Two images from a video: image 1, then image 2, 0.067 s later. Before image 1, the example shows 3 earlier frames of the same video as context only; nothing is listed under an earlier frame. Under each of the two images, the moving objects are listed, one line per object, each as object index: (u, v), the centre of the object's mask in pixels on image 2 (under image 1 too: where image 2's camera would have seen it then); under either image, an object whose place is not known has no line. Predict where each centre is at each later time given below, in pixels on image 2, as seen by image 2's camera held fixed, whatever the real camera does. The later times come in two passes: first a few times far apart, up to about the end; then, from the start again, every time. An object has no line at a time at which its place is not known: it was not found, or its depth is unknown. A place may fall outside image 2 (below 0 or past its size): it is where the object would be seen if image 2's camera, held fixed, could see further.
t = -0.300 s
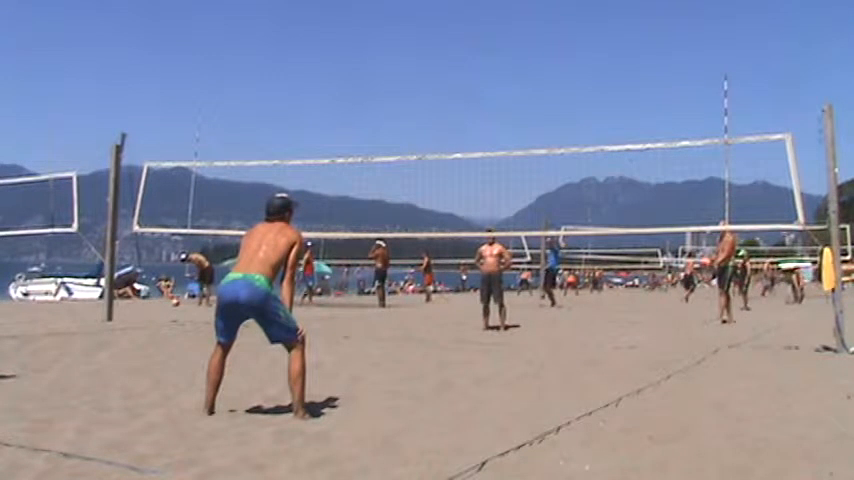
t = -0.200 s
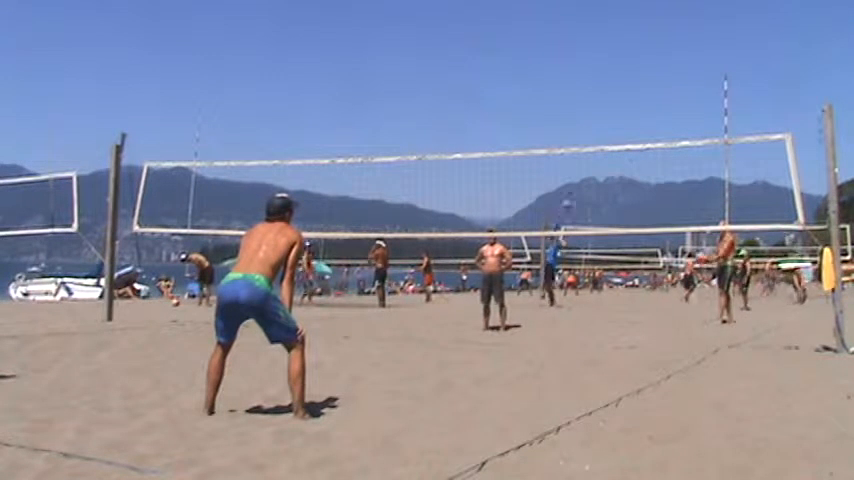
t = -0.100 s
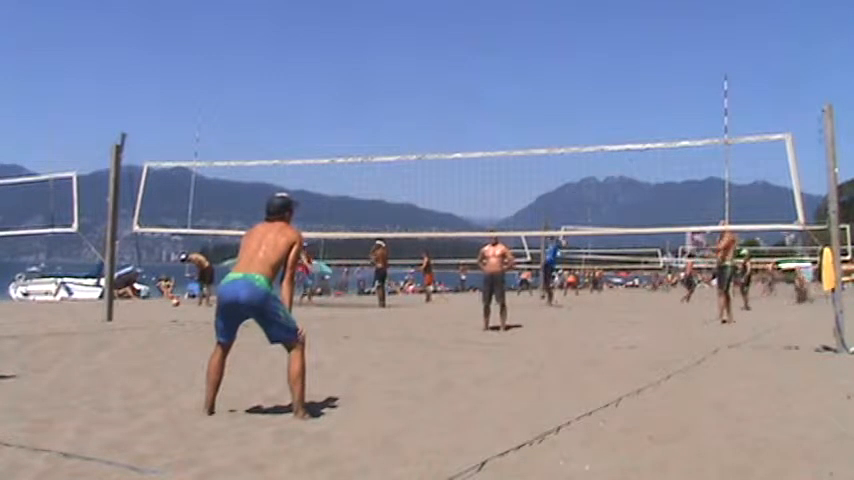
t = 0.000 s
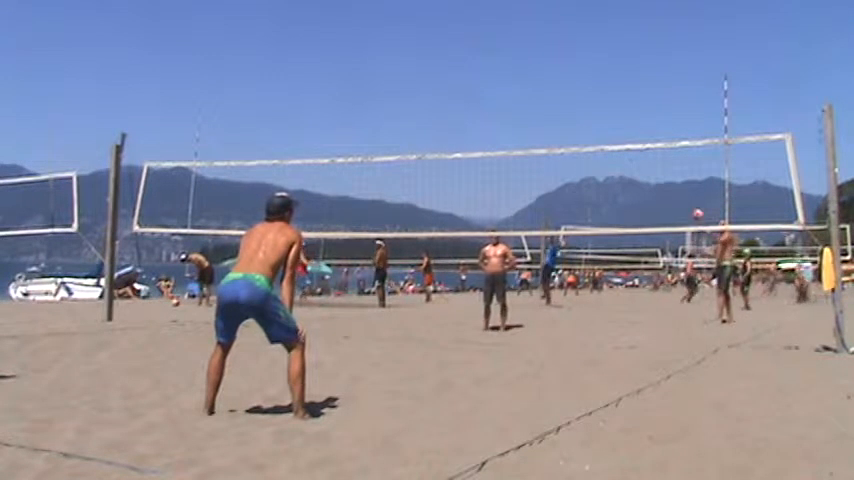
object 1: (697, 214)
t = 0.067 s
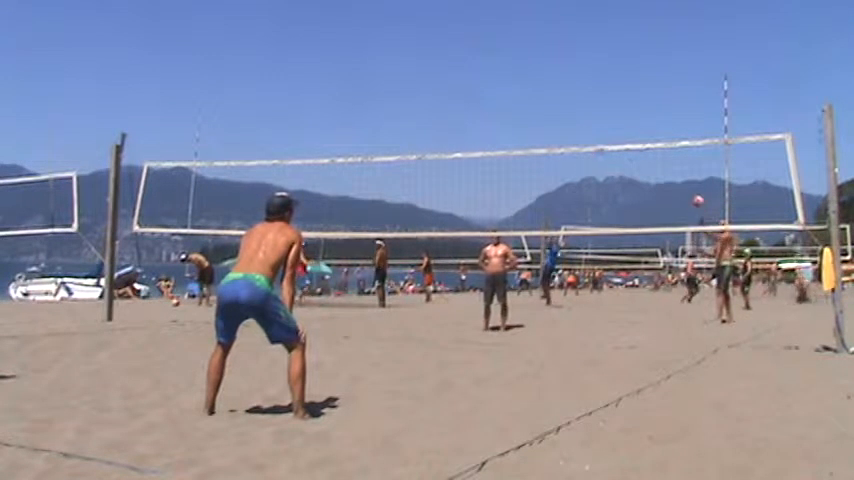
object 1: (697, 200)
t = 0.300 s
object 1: (701, 175)
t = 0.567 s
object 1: (703, 174)
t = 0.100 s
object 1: (698, 194)
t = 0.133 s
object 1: (699, 186)
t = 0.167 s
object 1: (699, 184)
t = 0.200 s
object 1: (700, 180)
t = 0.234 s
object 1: (700, 177)
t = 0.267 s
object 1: (701, 176)
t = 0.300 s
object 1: (701, 175)
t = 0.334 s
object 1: (700, 171)
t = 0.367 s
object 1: (700, 170)
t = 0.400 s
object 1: (700, 170)
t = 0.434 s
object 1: (700, 169)
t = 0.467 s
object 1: (700, 170)
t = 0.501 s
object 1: (701, 170)
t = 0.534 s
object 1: (702, 171)
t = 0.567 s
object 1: (703, 174)
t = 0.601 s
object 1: (703, 174)
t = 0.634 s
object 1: (703, 176)
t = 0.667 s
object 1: (703, 182)
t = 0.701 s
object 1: (704, 186)
